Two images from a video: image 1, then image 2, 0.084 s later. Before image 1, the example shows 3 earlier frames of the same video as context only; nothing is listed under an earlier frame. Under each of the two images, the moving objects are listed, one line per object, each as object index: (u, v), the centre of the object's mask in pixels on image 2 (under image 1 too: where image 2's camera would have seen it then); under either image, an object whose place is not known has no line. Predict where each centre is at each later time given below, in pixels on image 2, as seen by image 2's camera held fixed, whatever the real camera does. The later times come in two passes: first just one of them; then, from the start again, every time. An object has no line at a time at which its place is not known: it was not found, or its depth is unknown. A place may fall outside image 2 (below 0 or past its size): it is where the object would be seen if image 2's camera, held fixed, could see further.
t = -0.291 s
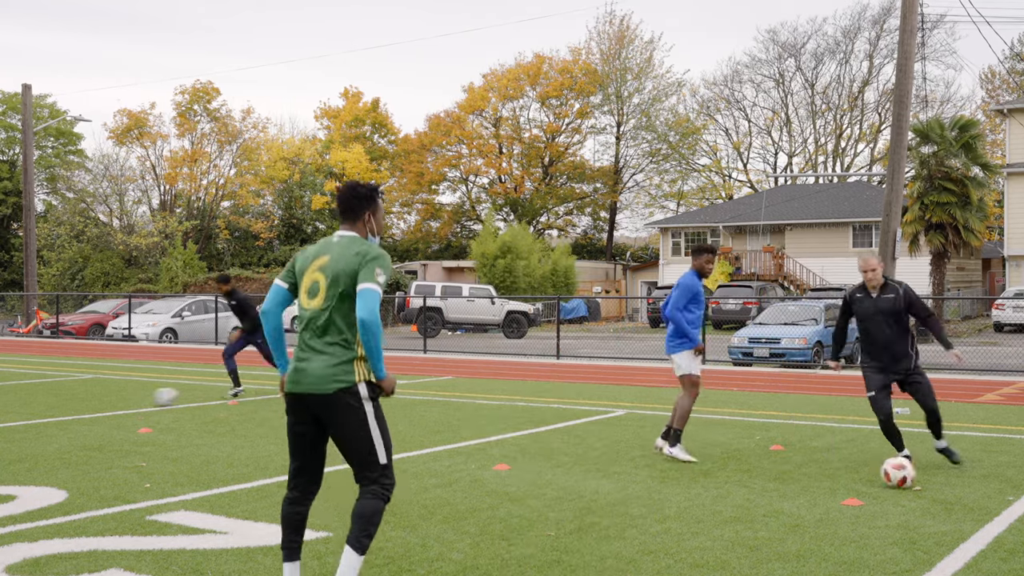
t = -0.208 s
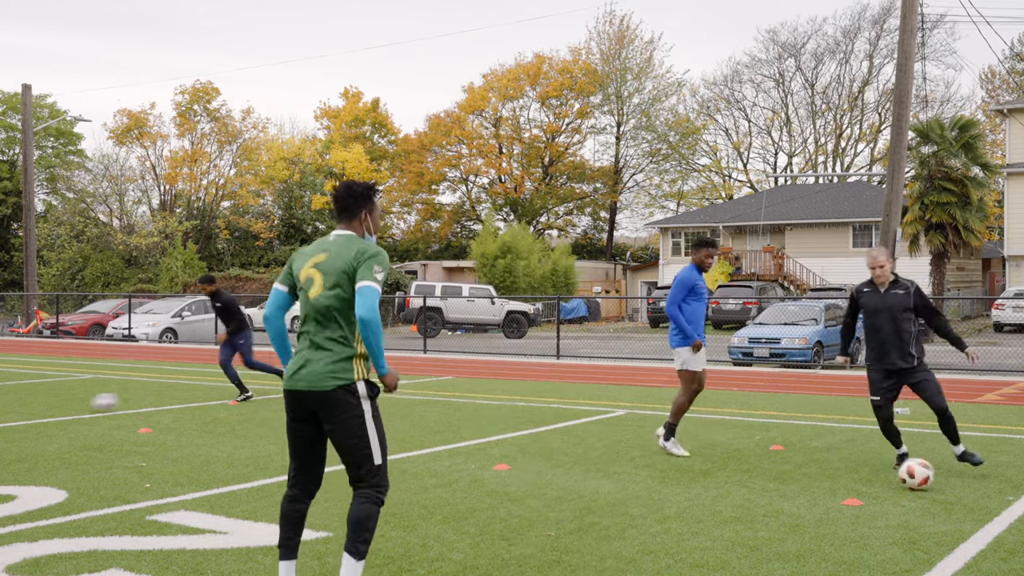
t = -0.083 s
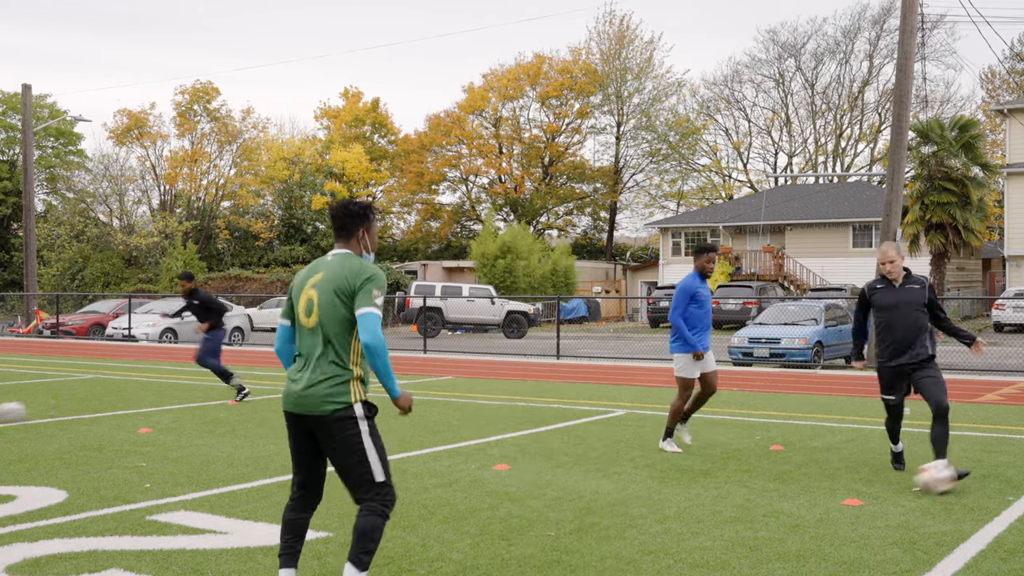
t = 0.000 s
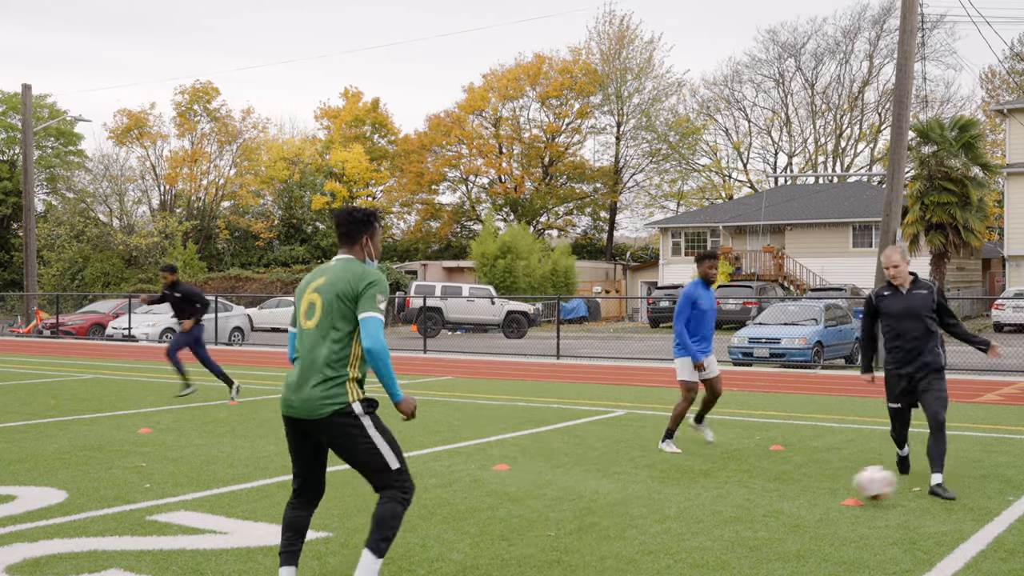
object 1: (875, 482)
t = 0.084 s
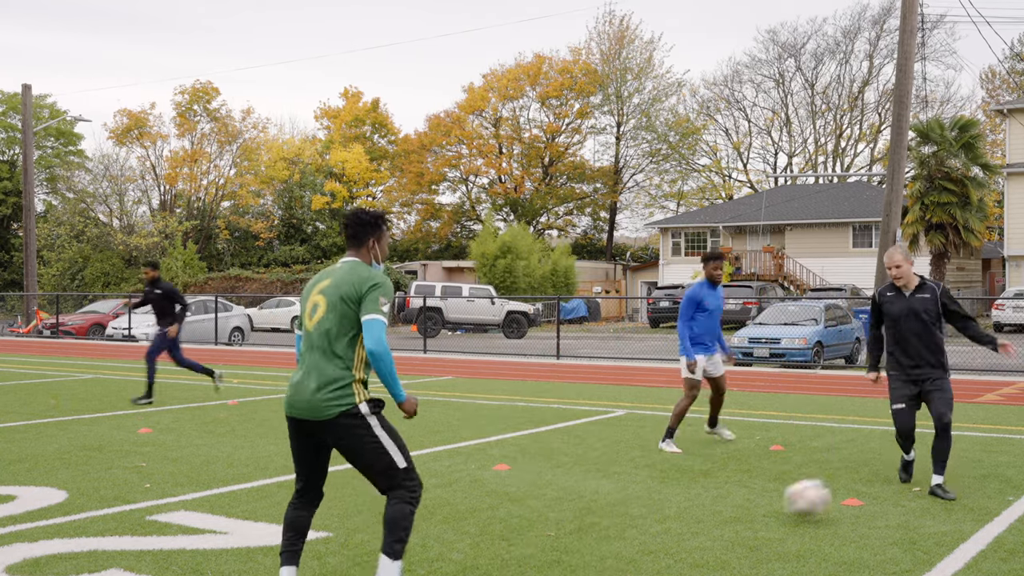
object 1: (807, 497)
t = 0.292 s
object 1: (615, 536)
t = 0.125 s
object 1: (770, 510)
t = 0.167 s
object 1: (732, 518)
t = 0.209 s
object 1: (695, 519)
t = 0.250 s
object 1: (656, 526)
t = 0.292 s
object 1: (615, 536)
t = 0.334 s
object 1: (569, 551)
